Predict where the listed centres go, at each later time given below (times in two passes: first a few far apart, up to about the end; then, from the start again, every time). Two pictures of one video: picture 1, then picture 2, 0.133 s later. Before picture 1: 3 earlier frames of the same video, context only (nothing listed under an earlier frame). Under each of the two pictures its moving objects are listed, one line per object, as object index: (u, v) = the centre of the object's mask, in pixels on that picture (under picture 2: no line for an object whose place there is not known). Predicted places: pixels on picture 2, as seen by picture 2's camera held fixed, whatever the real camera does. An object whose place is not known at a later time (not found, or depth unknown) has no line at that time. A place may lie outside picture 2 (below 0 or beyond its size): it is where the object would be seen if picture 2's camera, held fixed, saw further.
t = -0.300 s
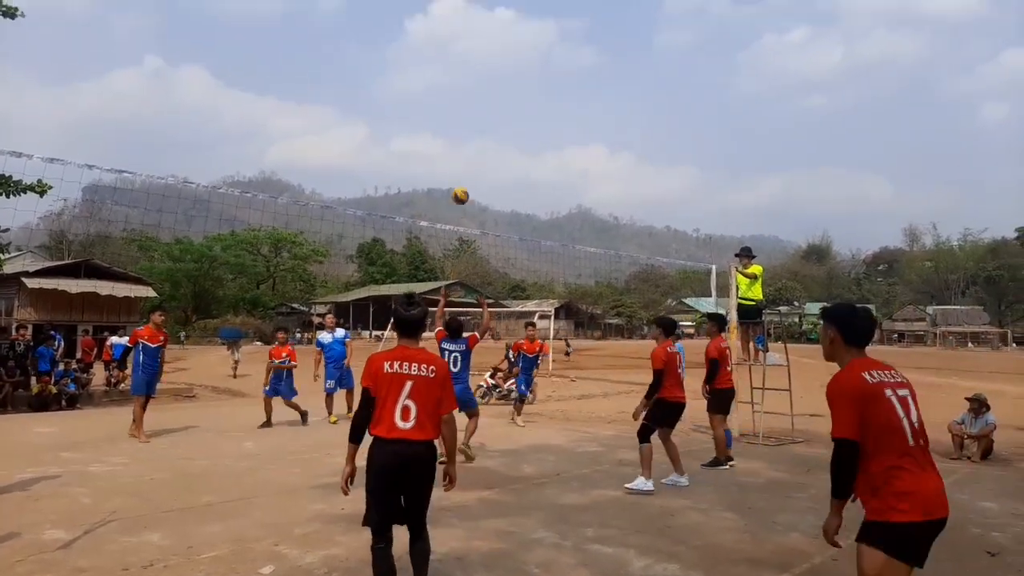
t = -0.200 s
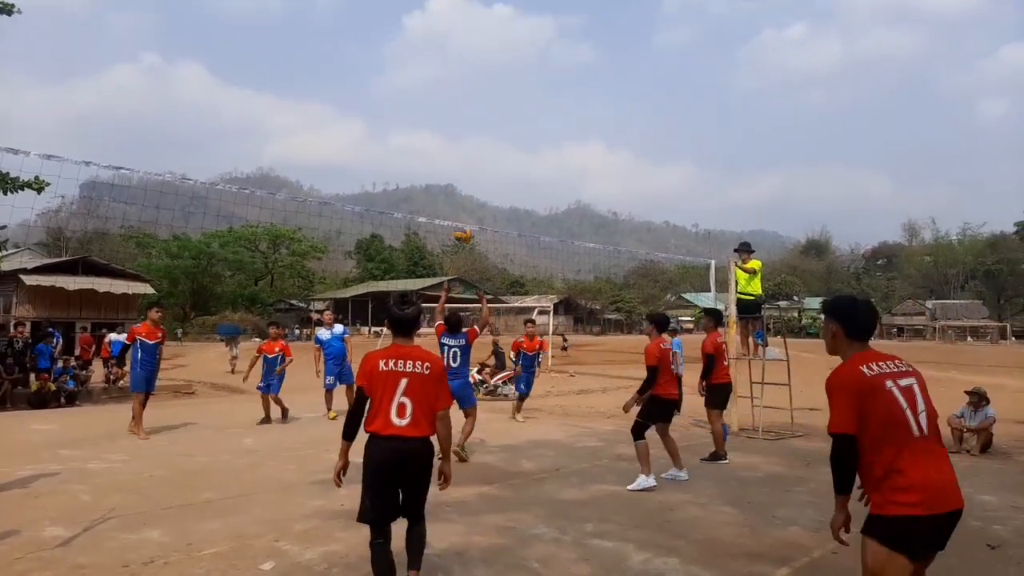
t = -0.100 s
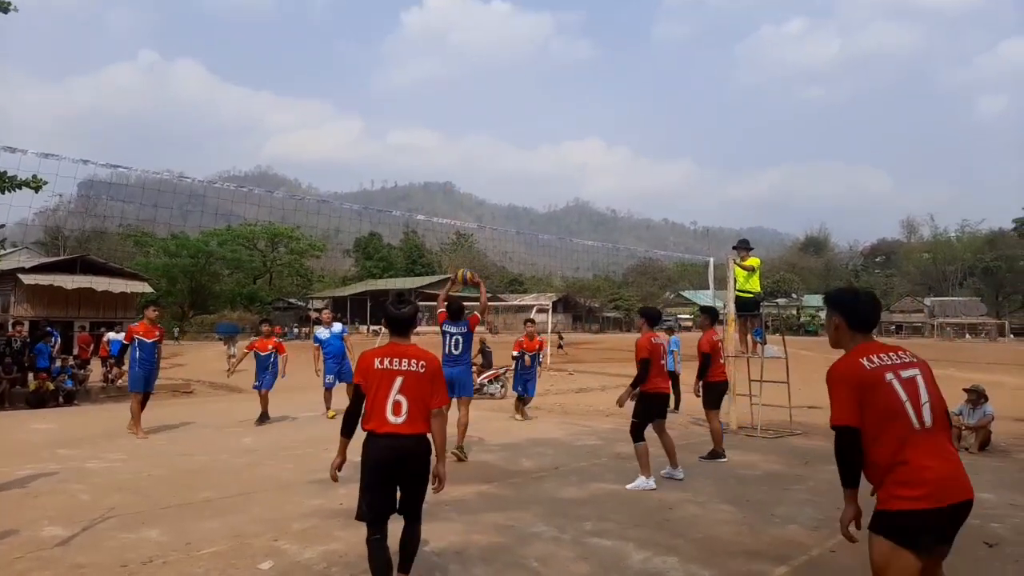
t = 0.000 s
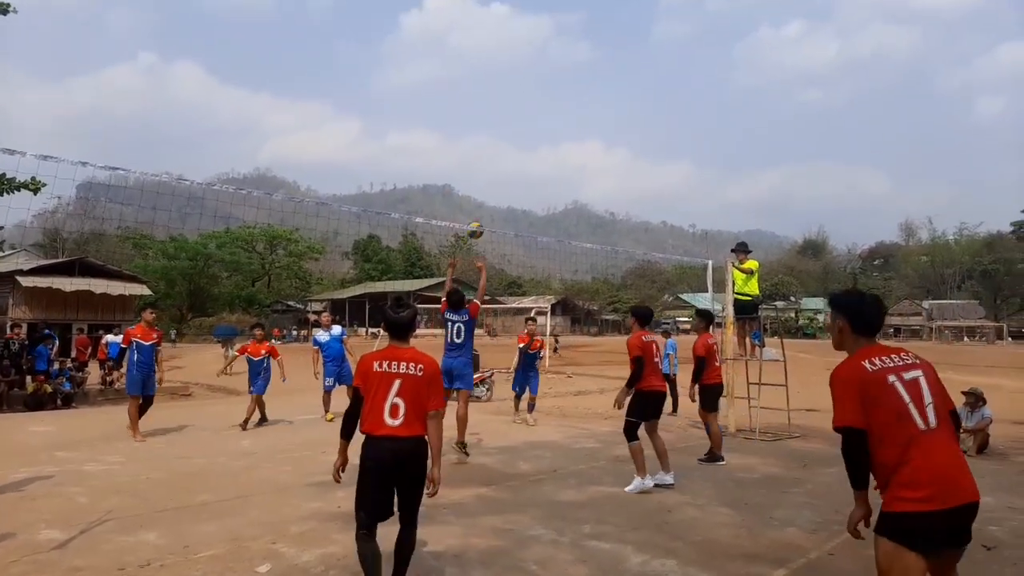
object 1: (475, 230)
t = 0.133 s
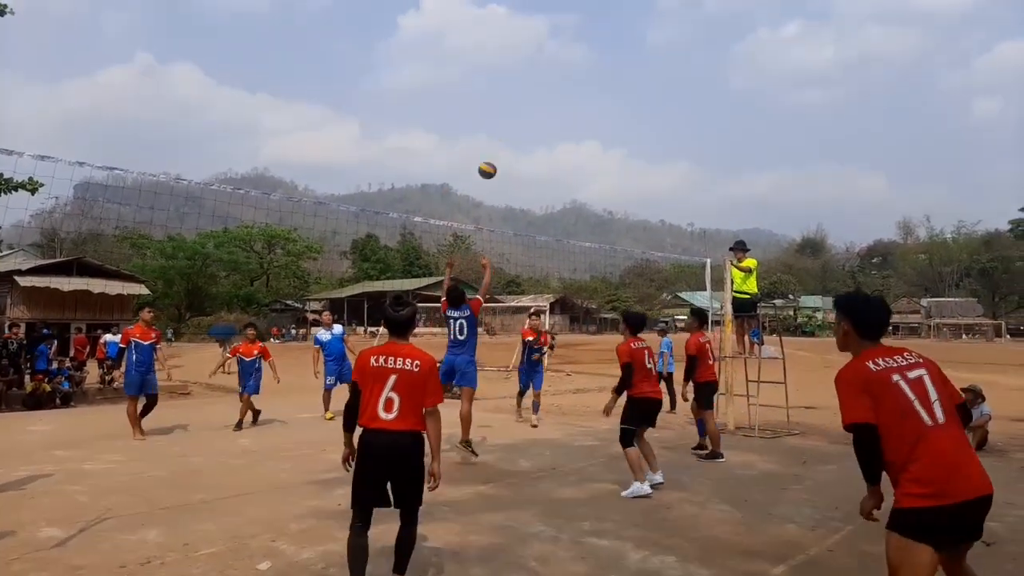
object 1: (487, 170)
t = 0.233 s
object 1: (498, 136)
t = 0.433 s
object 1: (519, 93)
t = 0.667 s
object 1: (543, 88)
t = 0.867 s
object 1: (561, 117)
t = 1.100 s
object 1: (581, 195)
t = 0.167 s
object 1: (490, 158)
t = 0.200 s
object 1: (494, 146)
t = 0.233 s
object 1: (498, 136)
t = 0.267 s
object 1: (502, 126)
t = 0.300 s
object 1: (506, 117)
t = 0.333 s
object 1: (509, 110)
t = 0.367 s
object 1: (512, 103)
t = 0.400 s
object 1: (515, 97)
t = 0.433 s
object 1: (519, 93)
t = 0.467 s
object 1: (523, 90)
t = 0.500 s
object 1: (526, 87)
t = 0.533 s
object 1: (530, 85)
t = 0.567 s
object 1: (533, 84)
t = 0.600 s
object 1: (536, 84)
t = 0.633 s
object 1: (540, 86)
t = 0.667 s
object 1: (543, 88)
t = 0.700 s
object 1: (547, 91)
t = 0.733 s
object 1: (549, 94)
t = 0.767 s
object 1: (552, 99)
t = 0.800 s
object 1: (555, 104)
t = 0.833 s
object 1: (558, 110)
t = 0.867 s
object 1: (561, 117)
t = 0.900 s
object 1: (565, 126)
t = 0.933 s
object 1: (567, 135)
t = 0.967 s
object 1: (570, 146)
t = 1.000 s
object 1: (573, 156)
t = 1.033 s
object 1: (576, 168)
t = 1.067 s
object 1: (579, 181)
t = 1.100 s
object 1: (581, 195)
